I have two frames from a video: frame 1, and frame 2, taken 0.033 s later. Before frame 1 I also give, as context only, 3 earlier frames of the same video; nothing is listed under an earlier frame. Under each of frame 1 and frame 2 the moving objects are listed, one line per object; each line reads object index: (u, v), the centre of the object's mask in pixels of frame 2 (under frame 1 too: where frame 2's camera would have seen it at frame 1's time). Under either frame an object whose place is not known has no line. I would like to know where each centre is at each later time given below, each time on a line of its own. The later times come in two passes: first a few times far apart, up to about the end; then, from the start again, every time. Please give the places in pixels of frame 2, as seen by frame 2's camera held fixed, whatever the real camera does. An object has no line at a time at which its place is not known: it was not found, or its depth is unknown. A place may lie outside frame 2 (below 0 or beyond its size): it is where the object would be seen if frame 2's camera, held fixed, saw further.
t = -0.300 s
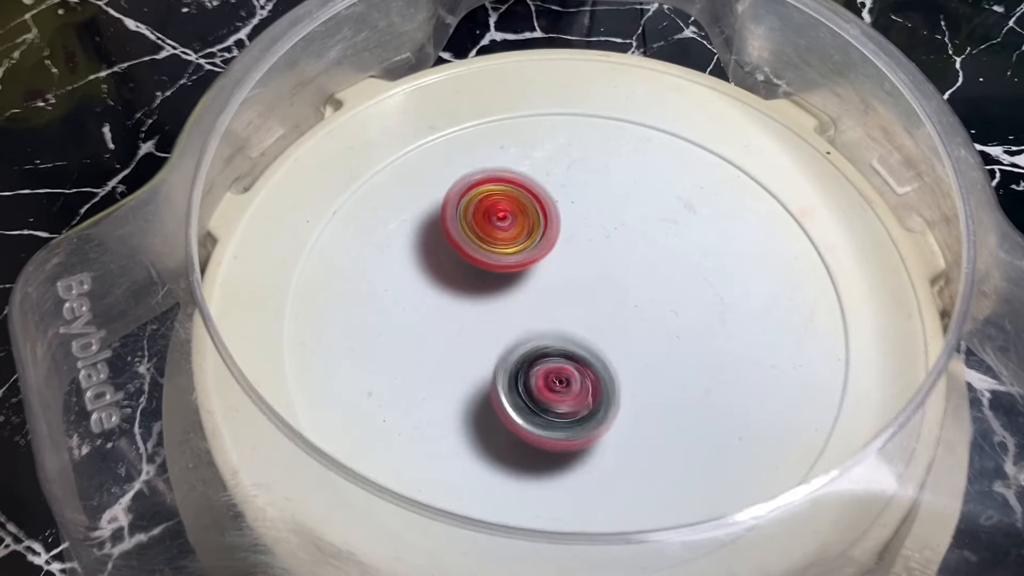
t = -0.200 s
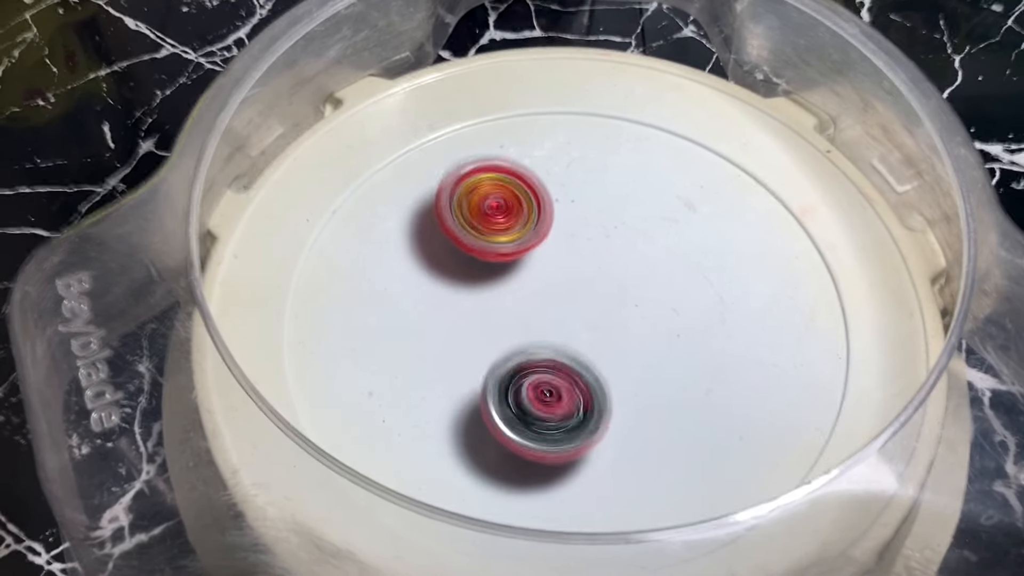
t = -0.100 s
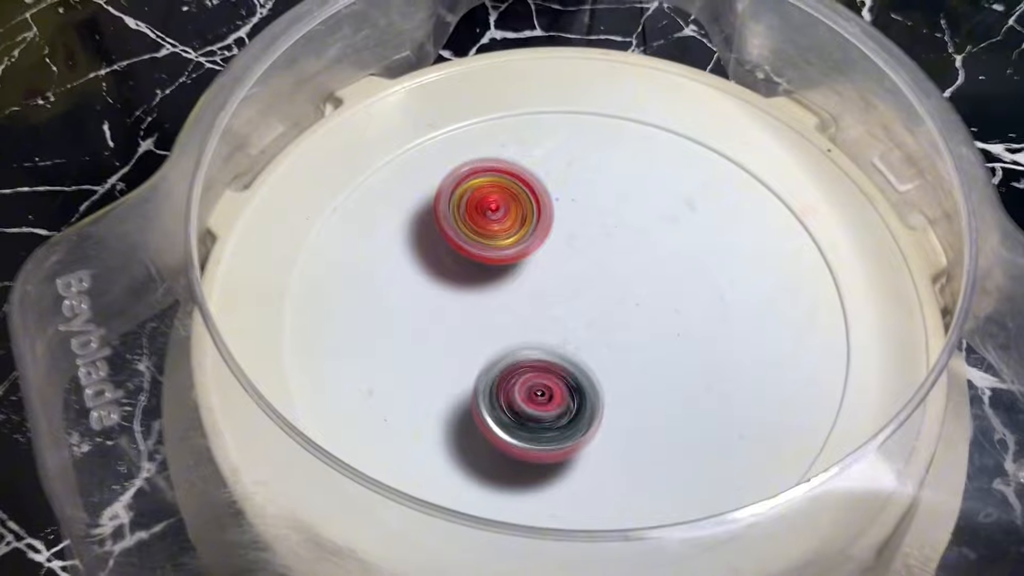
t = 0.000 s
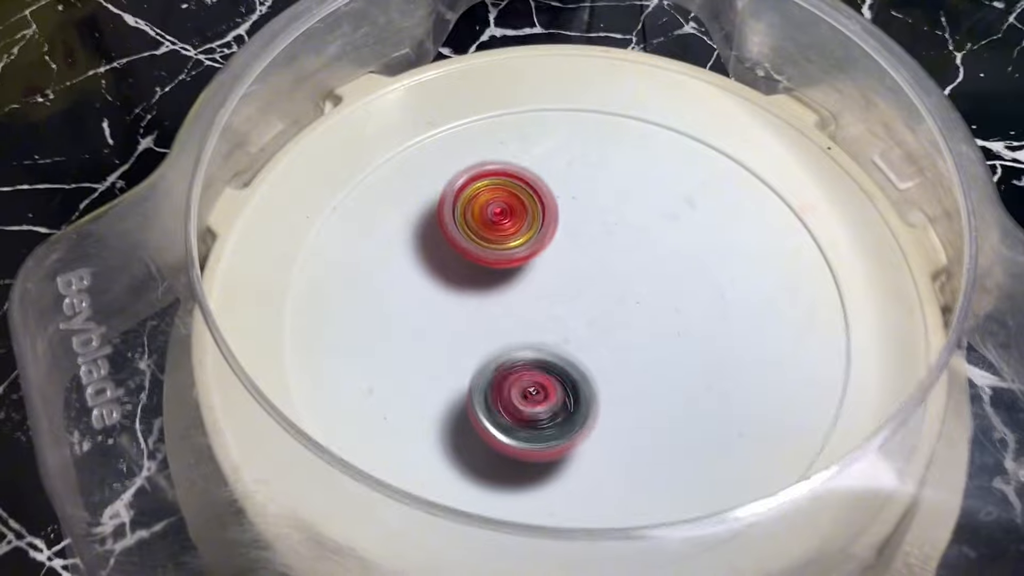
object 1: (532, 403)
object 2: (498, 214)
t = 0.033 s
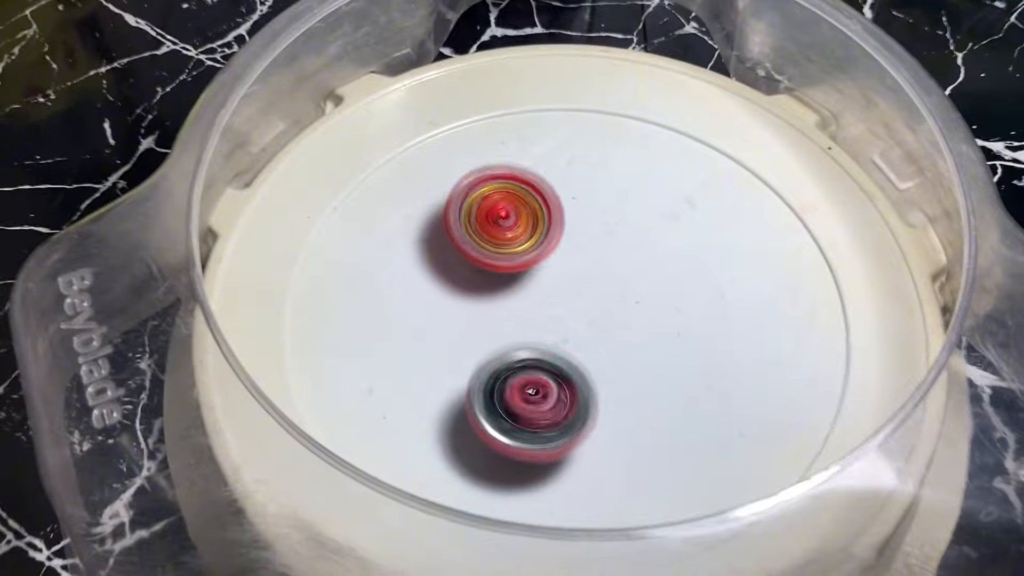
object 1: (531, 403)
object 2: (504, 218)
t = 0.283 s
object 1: (529, 395)
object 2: (561, 254)
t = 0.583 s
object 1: (521, 384)
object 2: (623, 261)
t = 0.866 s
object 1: (505, 363)
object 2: (614, 241)
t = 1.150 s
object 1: (491, 324)
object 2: (621, 273)
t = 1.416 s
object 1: (494, 287)
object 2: (635, 315)
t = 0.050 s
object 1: (531, 403)
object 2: (506, 219)
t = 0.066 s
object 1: (531, 403)
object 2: (508, 221)
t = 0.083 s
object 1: (530, 404)
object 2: (512, 224)
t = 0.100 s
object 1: (529, 403)
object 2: (516, 226)
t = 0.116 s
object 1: (529, 403)
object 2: (519, 228)
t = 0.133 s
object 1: (529, 403)
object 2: (522, 231)
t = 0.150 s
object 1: (528, 402)
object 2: (527, 234)
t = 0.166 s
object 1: (528, 401)
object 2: (533, 236)
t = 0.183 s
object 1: (528, 401)
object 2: (536, 238)
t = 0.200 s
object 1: (527, 400)
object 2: (540, 242)
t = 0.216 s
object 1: (528, 399)
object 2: (545, 245)
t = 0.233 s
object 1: (529, 399)
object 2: (550, 246)
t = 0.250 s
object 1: (528, 398)
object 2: (552, 248)
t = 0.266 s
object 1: (528, 396)
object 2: (556, 252)
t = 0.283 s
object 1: (529, 395)
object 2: (561, 254)
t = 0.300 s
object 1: (528, 394)
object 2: (564, 255)
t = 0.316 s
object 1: (528, 392)
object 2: (567, 257)
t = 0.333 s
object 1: (529, 390)
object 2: (570, 260)
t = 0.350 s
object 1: (529, 389)
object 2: (574, 262)
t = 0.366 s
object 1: (528, 387)
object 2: (576, 262)
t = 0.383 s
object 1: (530, 385)
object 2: (578, 265)
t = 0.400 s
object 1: (530, 384)
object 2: (581, 267)
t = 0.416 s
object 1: (530, 382)
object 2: (585, 267)
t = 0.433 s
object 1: (531, 380)
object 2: (586, 268)
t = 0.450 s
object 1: (532, 378)
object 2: (588, 270)
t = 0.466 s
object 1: (531, 376)
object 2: (592, 272)
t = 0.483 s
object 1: (532, 374)
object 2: (594, 272)
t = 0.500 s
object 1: (533, 372)
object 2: (595, 273)
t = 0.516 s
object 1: (533, 370)
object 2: (598, 275)
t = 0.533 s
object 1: (533, 370)
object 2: (602, 274)
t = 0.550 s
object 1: (526, 376)
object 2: (608, 268)
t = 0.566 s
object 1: (523, 380)
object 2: (615, 265)
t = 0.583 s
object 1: (521, 384)
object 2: (623, 261)
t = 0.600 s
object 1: (520, 384)
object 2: (627, 256)
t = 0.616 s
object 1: (520, 383)
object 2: (629, 253)
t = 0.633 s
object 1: (519, 382)
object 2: (633, 252)
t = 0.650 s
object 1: (518, 381)
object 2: (636, 248)
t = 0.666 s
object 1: (518, 380)
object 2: (634, 247)
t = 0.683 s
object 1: (516, 379)
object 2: (634, 247)
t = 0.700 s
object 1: (515, 377)
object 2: (634, 245)
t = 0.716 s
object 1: (514, 376)
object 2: (632, 242)
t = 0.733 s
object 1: (513, 376)
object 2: (628, 243)
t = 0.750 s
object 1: (511, 373)
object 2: (628, 242)
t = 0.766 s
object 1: (512, 372)
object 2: (627, 240)
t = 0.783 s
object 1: (510, 372)
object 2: (622, 239)
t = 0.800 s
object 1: (508, 370)
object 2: (621, 240)
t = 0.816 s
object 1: (508, 368)
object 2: (620, 239)
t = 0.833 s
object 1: (507, 367)
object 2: (616, 238)
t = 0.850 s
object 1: (505, 365)
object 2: (614, 241)
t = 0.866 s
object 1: (505, 363)
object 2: (614, 241)
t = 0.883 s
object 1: (503, 362)
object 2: (612, 240)
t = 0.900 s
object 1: (502, 359)
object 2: (609, 242)
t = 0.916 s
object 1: (502, 358)
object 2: (609, 243)
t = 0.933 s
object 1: (500, 356)
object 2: (608, 243)
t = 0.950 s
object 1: (499, 353)
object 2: (605, 245)
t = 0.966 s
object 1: (499, 352)
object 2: (605, 248)
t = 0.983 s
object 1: (497, 349)
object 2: (607, 248)
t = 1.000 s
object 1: (496, 346)
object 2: (605, 249)
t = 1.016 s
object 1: (496, 345)
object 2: (605, 252)
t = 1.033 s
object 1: (494, 342)
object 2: (608, 254)
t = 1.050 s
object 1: (494, 340)
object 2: (609, 256)
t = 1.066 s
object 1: (493, 338)
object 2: (609, 259)
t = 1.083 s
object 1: (492, 335)
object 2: (612, 262)
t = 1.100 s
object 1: (492, 332)
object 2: (615, 263)
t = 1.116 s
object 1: (491, 330)
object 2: (614, 267)
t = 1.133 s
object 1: (491, 328)
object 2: (617, 270)
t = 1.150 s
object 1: (491, 324)
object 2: (621, 273)
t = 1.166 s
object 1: (490, 323)
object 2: (620, 275)
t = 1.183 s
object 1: (490, 320)
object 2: (622, 279)
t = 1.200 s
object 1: (491, 317)
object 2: (626, 282)
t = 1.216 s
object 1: (490, 315)
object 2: (626, 284)
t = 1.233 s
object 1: (490, 312)
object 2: (627, 288)
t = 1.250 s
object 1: (491, 309)
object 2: (630, 291)
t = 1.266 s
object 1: (490, 307)
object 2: (630, 292)
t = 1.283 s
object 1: (491, 304)
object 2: (631, 296)
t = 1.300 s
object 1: (492, 302)
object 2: (633, 299)
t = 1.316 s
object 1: (491, 300)
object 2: (634, 301)
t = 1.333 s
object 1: (492, 297)
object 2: (633, 303)
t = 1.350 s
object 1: (493, 296)
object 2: (634, 307)
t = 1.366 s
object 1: (492, 293)
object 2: (635, 308)
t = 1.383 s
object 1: (494, 291)
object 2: (633, 311)
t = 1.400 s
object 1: (494, 289)
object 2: (634, 314)
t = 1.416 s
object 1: (494, 287)
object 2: (635, 315)
